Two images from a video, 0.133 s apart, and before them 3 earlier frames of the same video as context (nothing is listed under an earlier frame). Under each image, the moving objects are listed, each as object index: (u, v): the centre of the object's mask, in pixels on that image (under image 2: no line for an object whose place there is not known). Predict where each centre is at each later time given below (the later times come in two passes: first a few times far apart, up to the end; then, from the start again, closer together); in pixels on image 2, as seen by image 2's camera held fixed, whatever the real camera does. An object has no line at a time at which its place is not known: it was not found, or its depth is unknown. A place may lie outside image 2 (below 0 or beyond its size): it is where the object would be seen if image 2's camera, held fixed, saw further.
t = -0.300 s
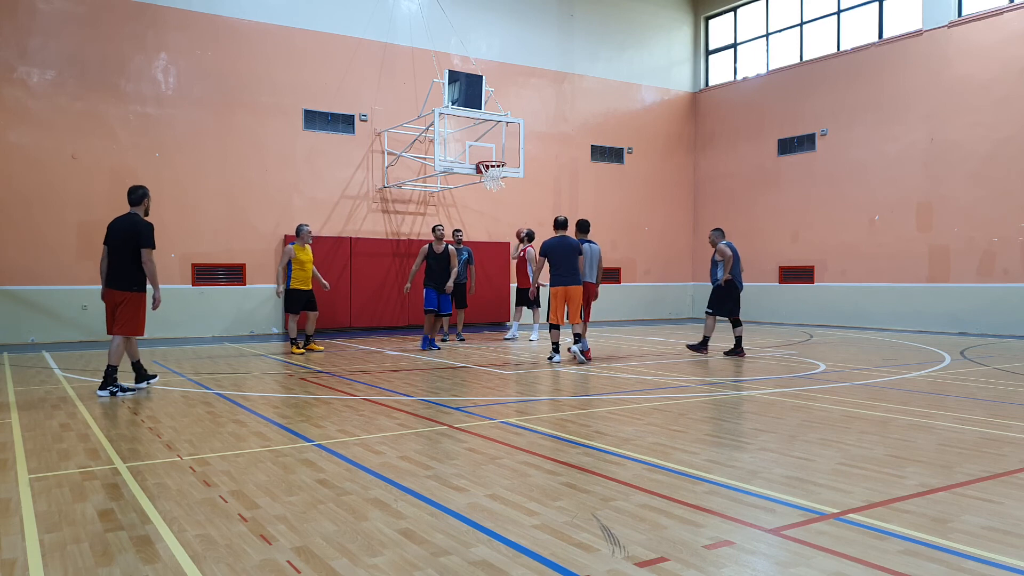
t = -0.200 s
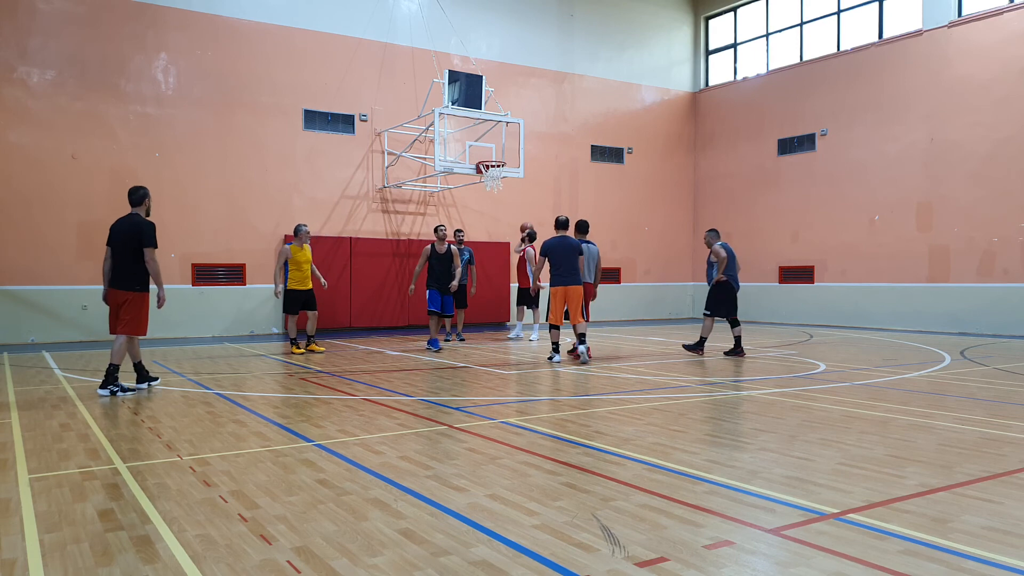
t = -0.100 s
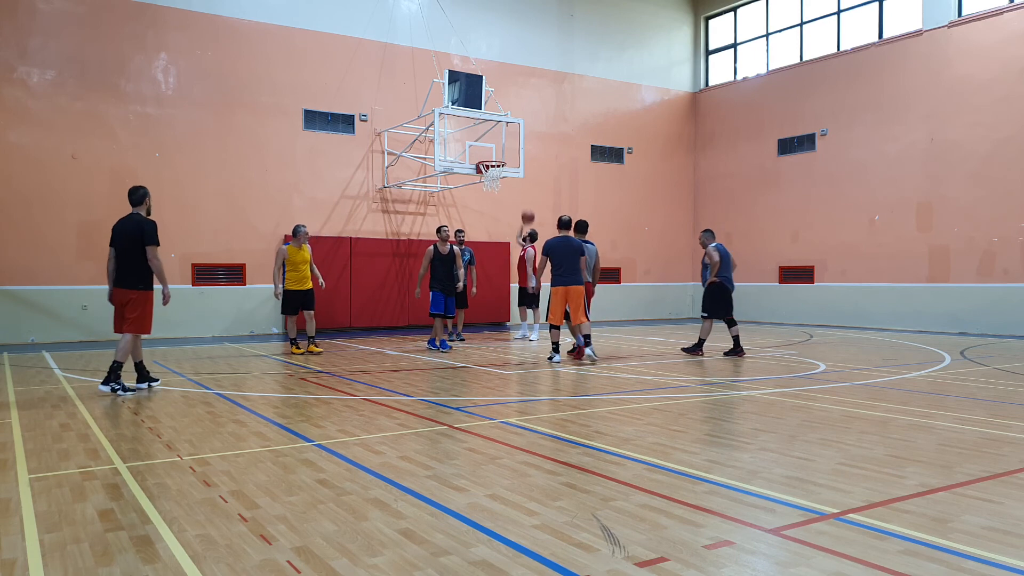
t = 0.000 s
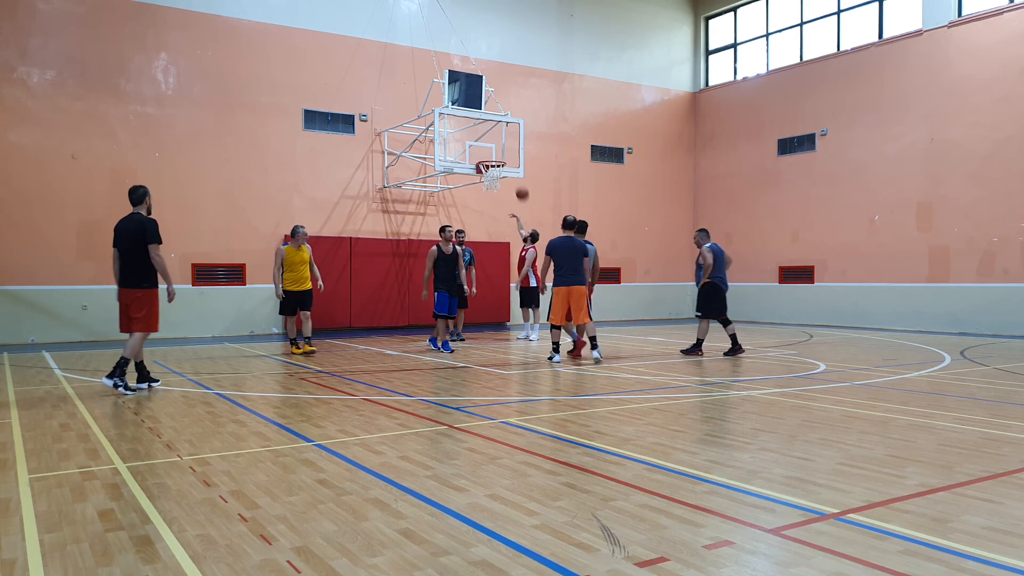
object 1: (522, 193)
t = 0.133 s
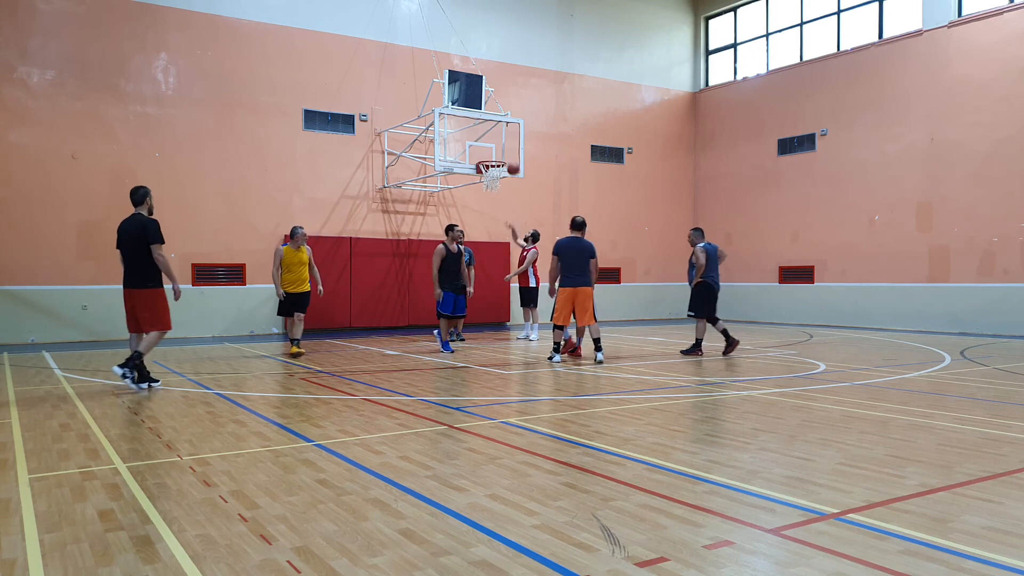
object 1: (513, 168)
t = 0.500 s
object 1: (499, 152)
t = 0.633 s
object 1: (493, 159)
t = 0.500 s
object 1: (499, 152)
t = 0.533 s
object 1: (498, 154)
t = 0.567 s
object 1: (497, 156)
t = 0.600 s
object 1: (496, 157)
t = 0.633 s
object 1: (493, 159)
